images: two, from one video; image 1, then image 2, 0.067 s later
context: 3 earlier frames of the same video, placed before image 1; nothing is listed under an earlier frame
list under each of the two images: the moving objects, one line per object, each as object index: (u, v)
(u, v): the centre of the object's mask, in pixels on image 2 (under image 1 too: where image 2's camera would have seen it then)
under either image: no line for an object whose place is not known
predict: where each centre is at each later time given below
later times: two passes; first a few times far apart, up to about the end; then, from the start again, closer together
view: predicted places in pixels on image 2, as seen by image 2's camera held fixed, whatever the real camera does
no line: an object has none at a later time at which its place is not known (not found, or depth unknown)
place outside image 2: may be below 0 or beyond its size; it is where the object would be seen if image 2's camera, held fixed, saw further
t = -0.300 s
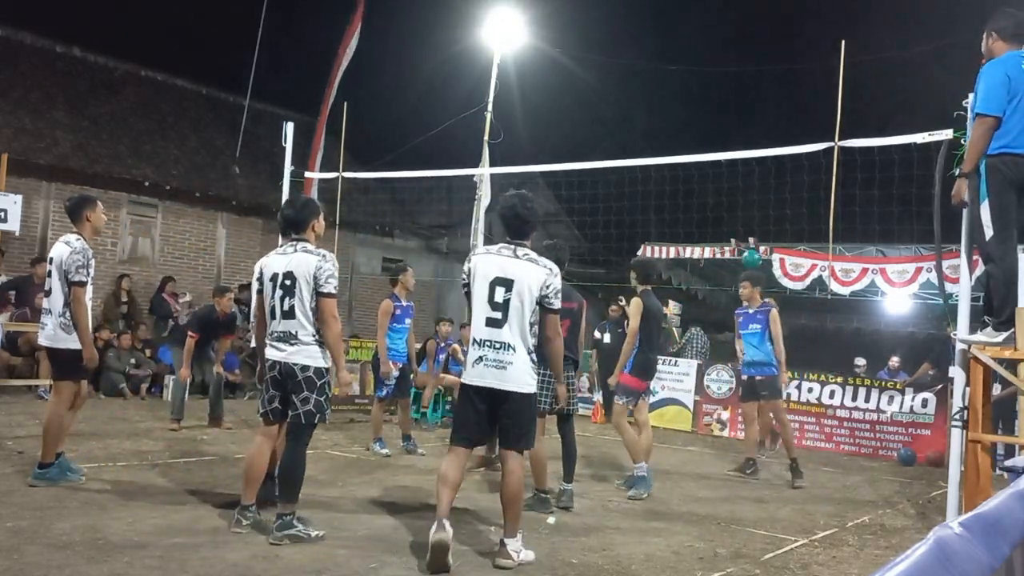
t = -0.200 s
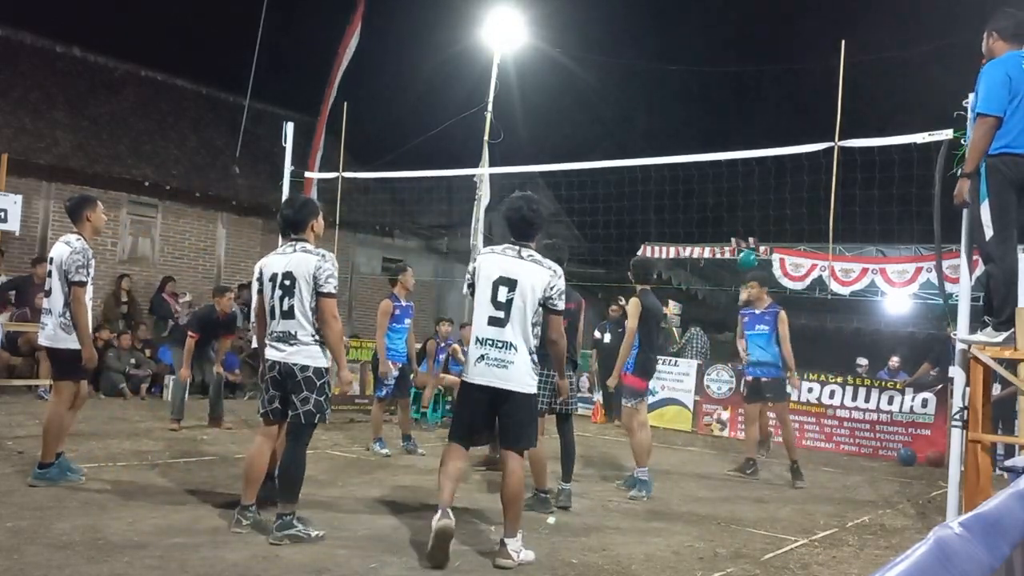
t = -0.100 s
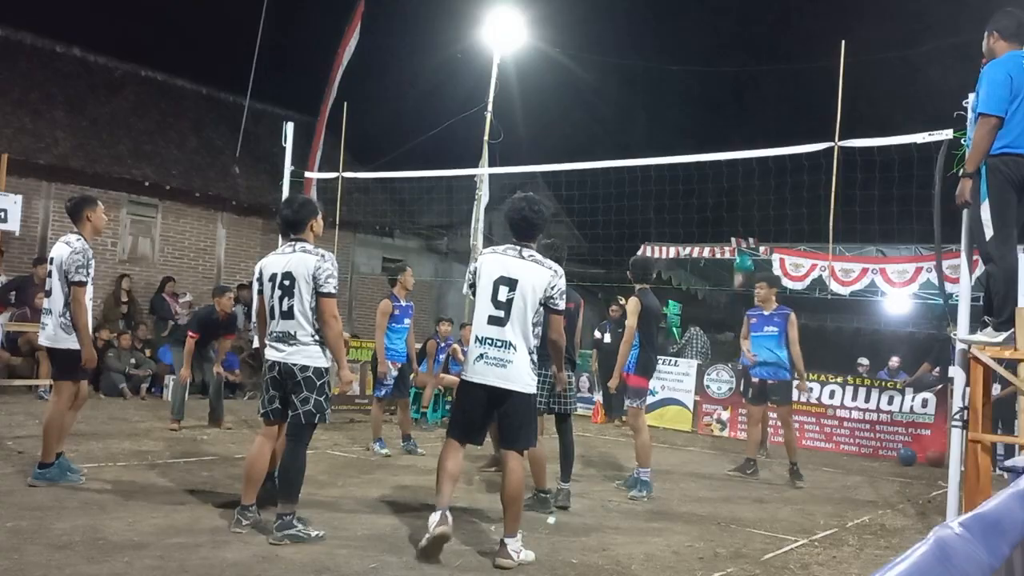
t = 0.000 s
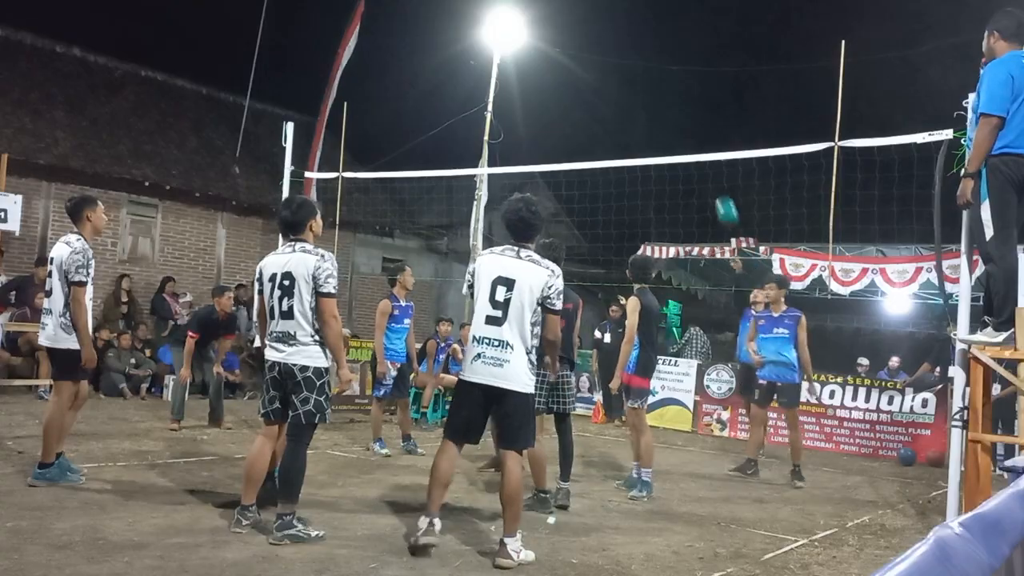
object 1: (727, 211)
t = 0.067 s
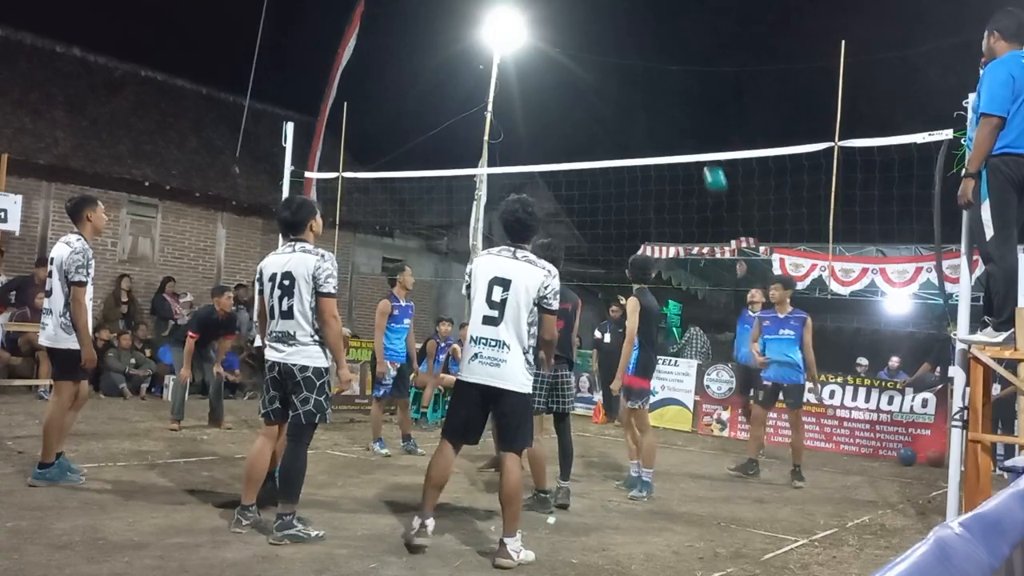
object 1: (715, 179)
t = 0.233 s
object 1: (682, 114)
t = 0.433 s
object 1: (631, 62)
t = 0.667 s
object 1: (562, 52)
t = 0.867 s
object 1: (480, 104)
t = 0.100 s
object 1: (710, 168)
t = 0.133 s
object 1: (702, 145)
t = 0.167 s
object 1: (696, 137)
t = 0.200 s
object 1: (689, 125)
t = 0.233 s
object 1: (682, 114)
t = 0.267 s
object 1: (675, 104)
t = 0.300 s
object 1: (666, 94)
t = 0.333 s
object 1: (658, 84)
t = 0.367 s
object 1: (649, 76)
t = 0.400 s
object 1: (641, 69)
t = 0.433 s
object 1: (631, 62)
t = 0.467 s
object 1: (622, 56)
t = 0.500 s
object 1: (613, 52)
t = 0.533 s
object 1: (603, 49)
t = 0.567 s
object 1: (593, 48)
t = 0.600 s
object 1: (584, 47)
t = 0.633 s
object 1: (573, 49)
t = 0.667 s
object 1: (562, 52)
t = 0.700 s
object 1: (551, 57)
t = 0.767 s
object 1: (525, 71)
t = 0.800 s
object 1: (513, 79)
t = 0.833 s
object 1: (495, 91)
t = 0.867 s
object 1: (480, 104)
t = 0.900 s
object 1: (466, 118)
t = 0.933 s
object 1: (450, 135)
